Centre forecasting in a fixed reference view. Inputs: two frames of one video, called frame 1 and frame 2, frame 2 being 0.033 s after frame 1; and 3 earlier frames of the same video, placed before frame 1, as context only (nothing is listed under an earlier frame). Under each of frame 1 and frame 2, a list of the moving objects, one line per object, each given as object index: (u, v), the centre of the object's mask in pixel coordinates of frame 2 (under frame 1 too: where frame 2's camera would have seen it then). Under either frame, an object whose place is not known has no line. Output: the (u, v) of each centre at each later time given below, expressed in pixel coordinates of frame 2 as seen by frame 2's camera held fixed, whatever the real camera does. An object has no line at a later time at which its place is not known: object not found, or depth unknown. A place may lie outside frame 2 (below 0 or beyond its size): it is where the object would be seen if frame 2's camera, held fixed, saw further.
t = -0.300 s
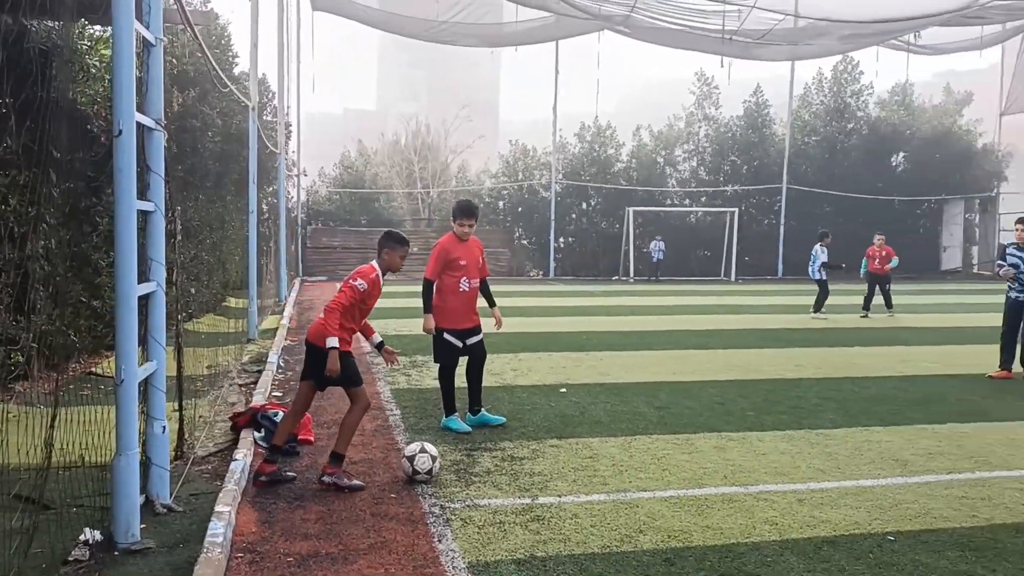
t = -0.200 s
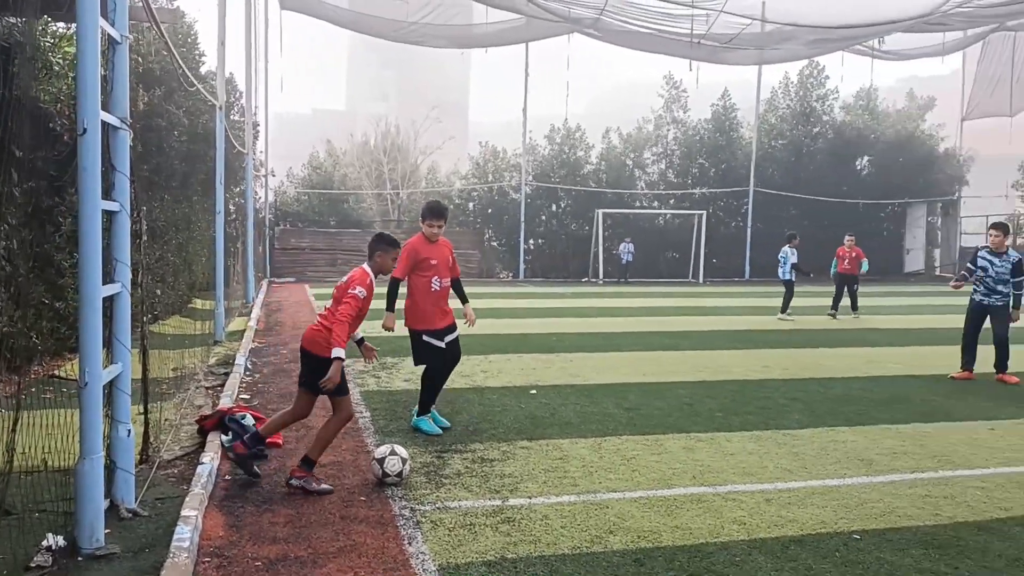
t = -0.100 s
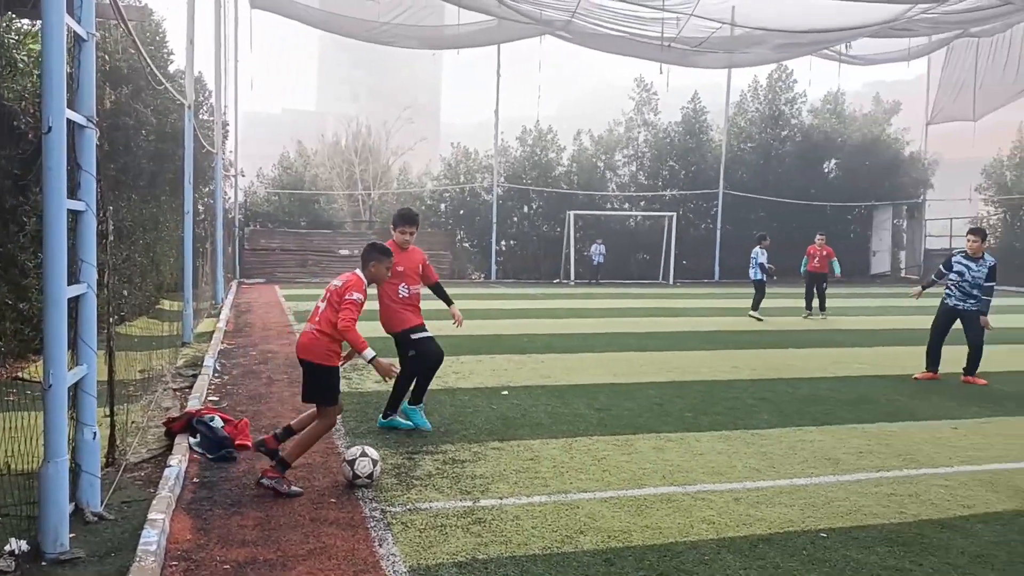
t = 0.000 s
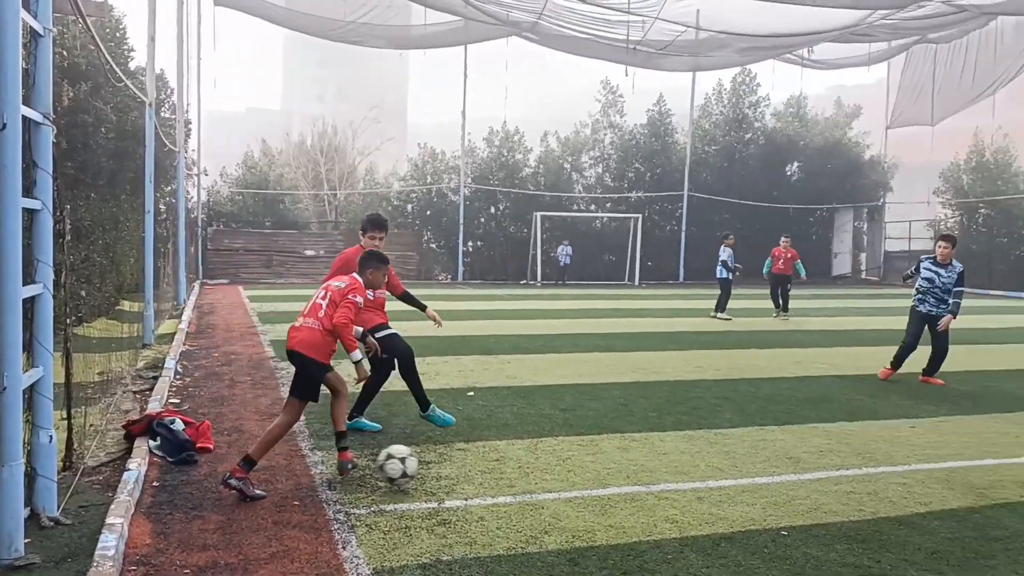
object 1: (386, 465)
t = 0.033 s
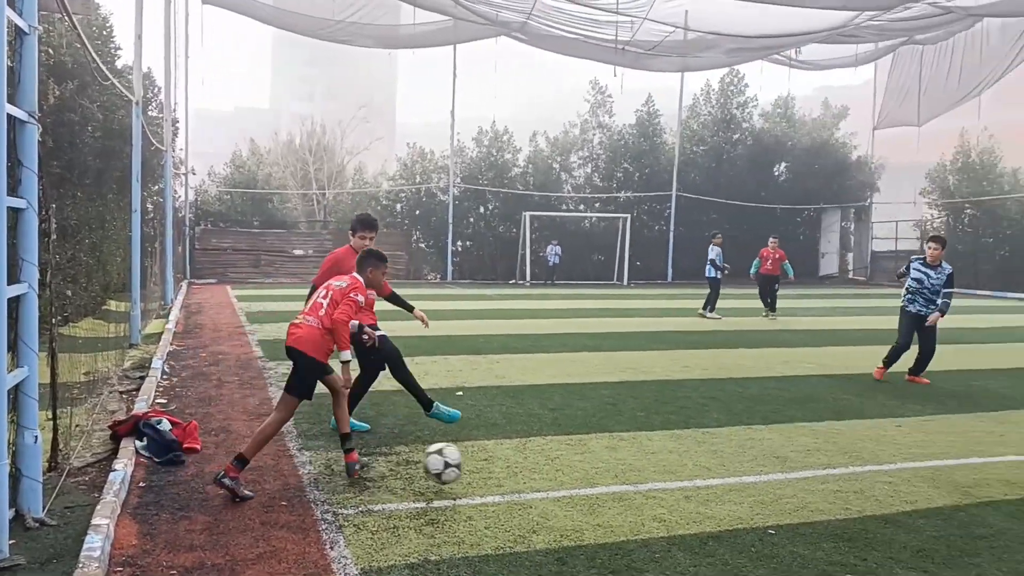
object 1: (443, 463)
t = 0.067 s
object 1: (501, 464)
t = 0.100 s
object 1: (559, 467)
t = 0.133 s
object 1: (619, 473)
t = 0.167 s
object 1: (678, 482)
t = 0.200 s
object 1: (738, 494)
